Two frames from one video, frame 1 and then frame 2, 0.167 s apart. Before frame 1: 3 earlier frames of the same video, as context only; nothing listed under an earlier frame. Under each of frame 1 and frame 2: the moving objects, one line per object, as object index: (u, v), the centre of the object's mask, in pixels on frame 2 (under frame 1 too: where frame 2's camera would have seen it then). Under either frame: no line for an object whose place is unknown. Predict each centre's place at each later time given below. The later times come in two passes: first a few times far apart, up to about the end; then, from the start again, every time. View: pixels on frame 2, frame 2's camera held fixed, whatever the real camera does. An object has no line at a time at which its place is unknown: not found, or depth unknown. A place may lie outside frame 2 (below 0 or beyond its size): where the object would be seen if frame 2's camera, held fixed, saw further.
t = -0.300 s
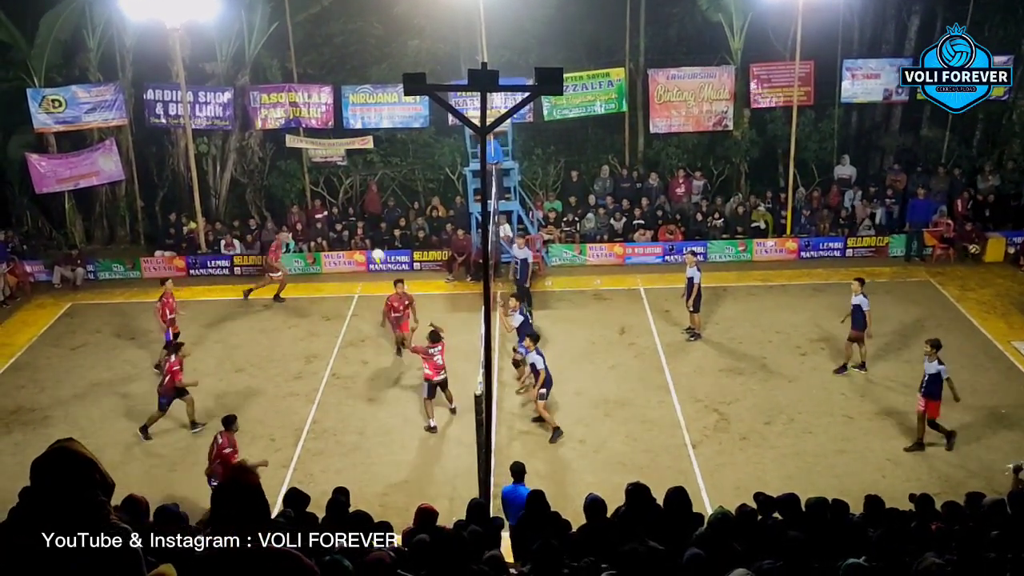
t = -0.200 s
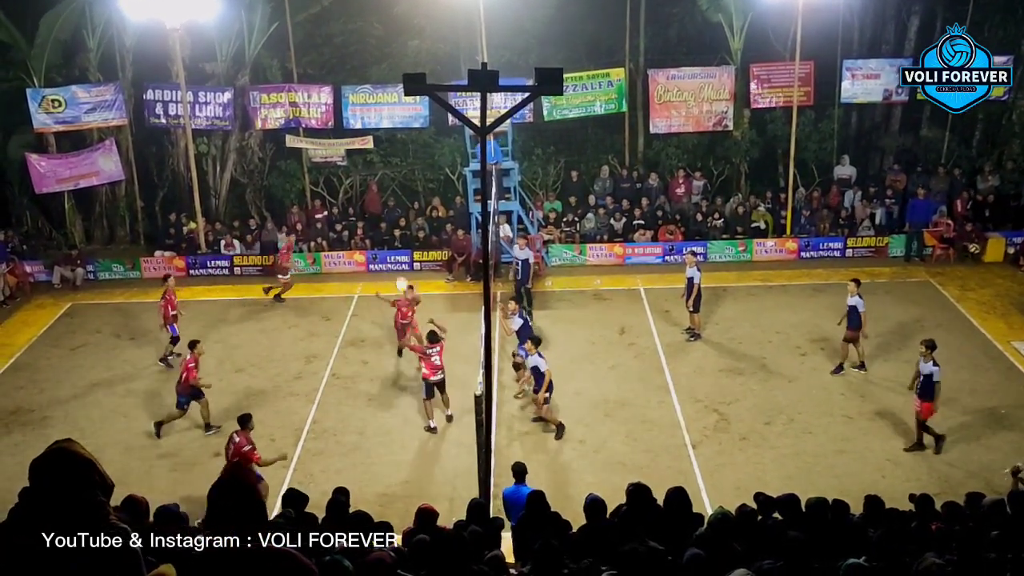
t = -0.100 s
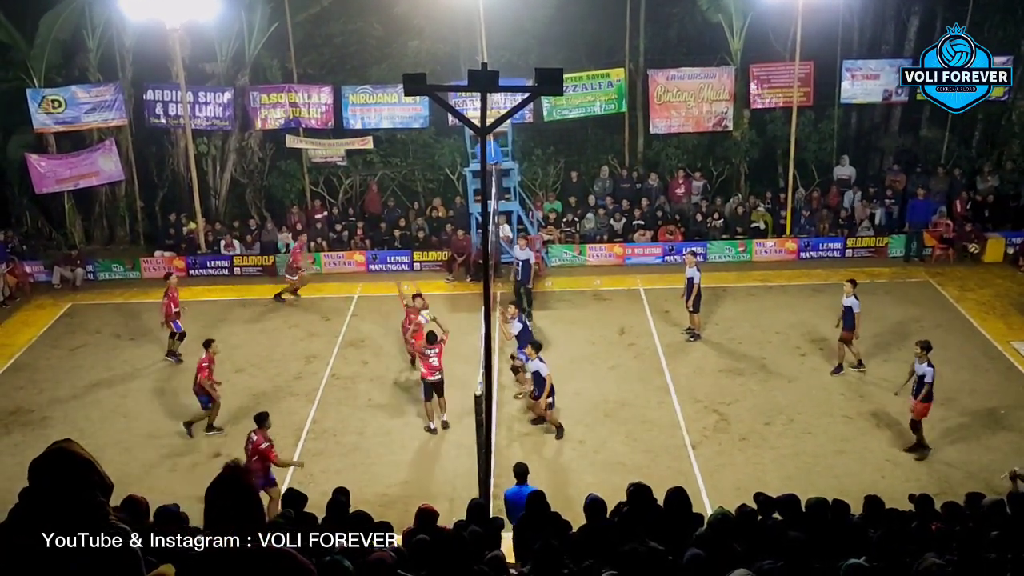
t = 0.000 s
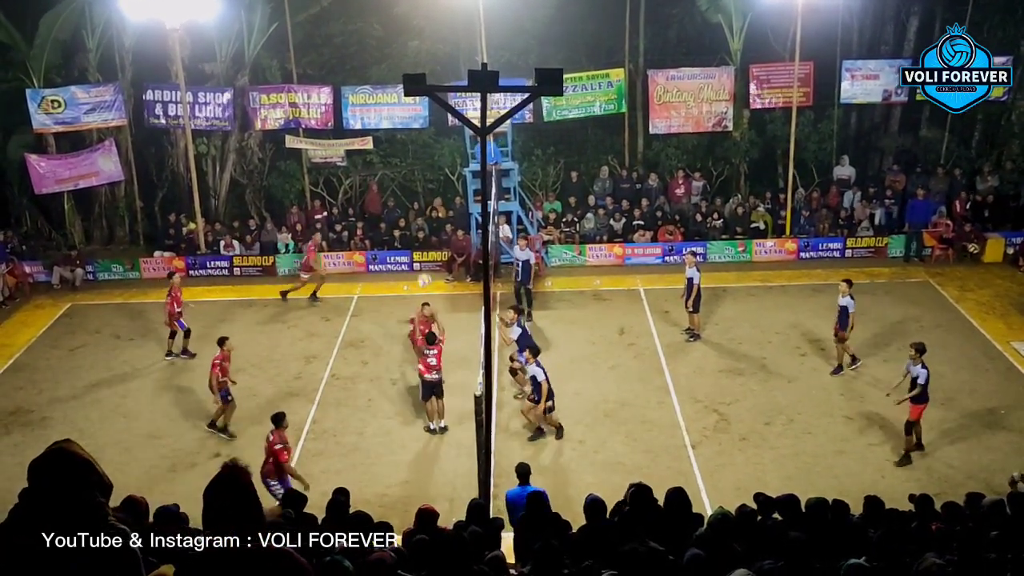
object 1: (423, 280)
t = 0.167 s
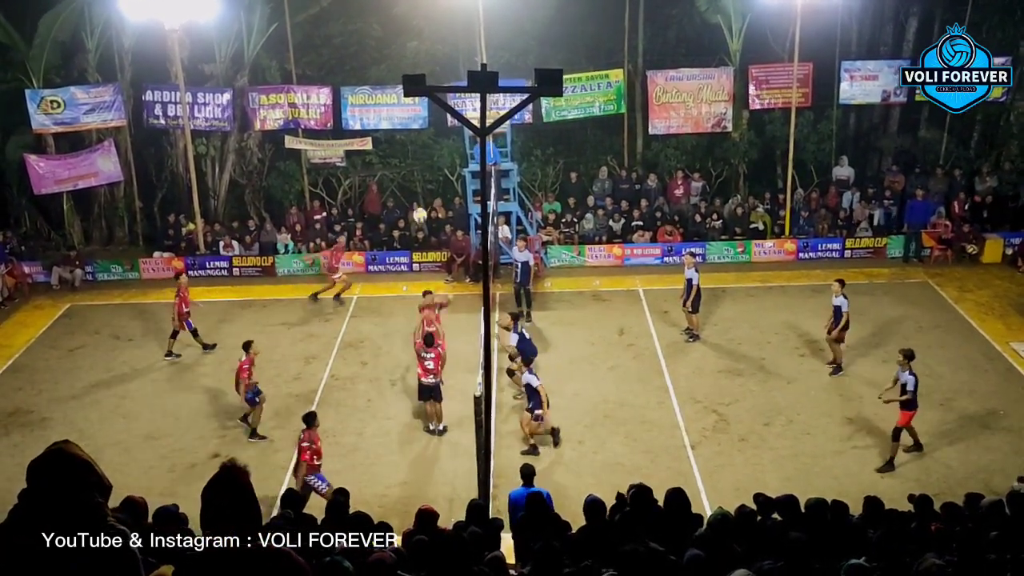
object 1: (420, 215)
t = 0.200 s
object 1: (419, 204)
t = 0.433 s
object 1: (416, 151)
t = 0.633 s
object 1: (416, 133)
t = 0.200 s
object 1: (419, 204)
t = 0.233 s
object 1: (418, 194)
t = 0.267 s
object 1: (418, 185)
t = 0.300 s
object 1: (417, 177)
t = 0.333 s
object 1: (417, 170)
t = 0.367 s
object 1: (416, 163)
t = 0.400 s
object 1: (416, 156)
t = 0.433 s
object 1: (416, 151)
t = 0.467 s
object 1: (415, 146)
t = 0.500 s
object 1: (415, 142)
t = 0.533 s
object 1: (415, 139)
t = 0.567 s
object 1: (415, 136)
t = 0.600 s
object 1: (416, 135)
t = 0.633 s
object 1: (416, 133)
